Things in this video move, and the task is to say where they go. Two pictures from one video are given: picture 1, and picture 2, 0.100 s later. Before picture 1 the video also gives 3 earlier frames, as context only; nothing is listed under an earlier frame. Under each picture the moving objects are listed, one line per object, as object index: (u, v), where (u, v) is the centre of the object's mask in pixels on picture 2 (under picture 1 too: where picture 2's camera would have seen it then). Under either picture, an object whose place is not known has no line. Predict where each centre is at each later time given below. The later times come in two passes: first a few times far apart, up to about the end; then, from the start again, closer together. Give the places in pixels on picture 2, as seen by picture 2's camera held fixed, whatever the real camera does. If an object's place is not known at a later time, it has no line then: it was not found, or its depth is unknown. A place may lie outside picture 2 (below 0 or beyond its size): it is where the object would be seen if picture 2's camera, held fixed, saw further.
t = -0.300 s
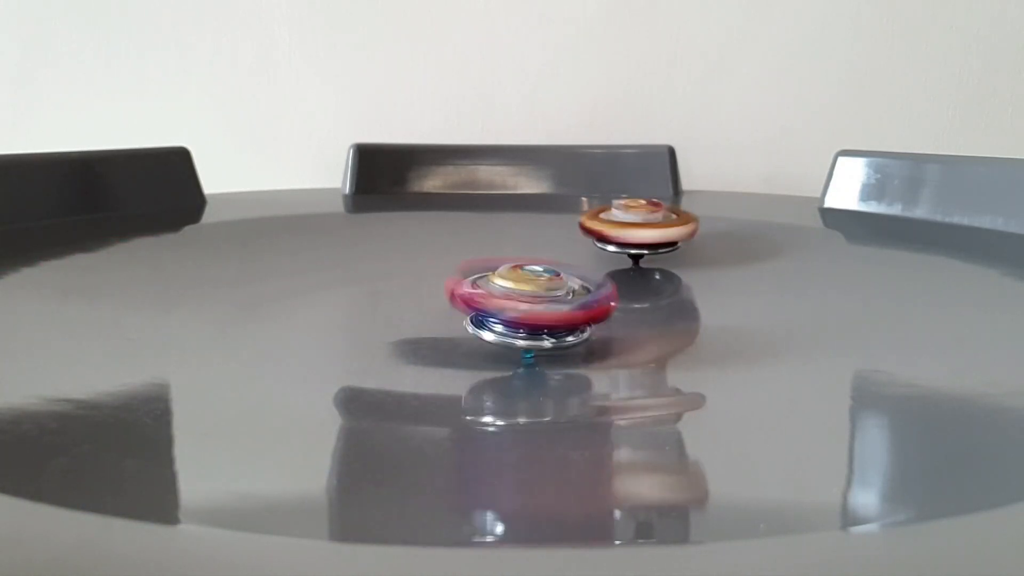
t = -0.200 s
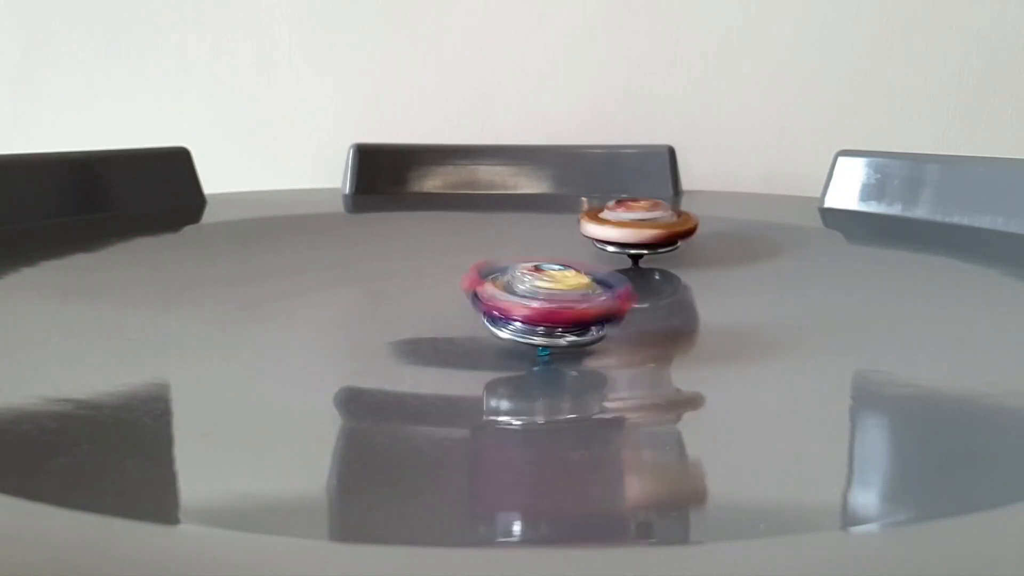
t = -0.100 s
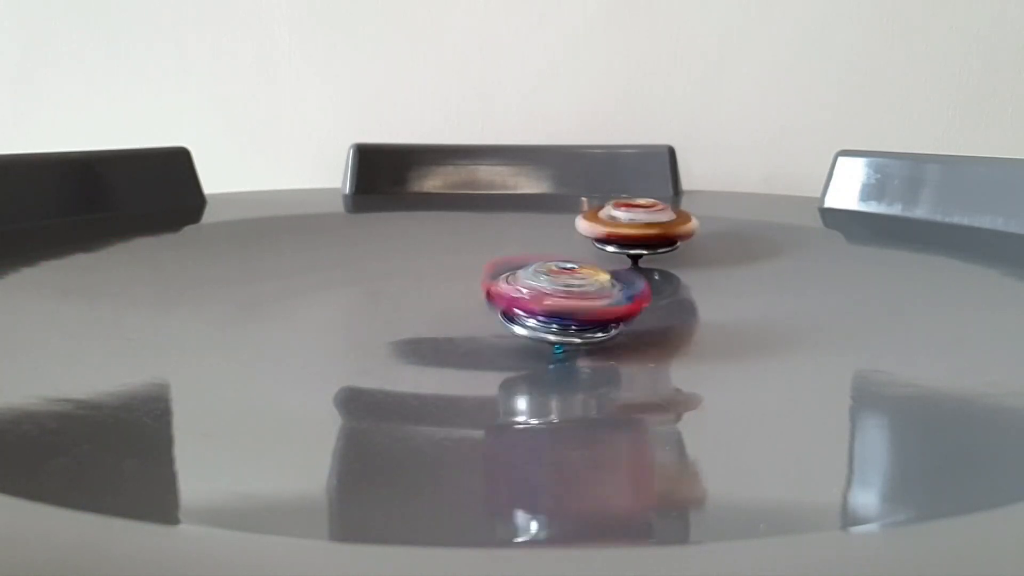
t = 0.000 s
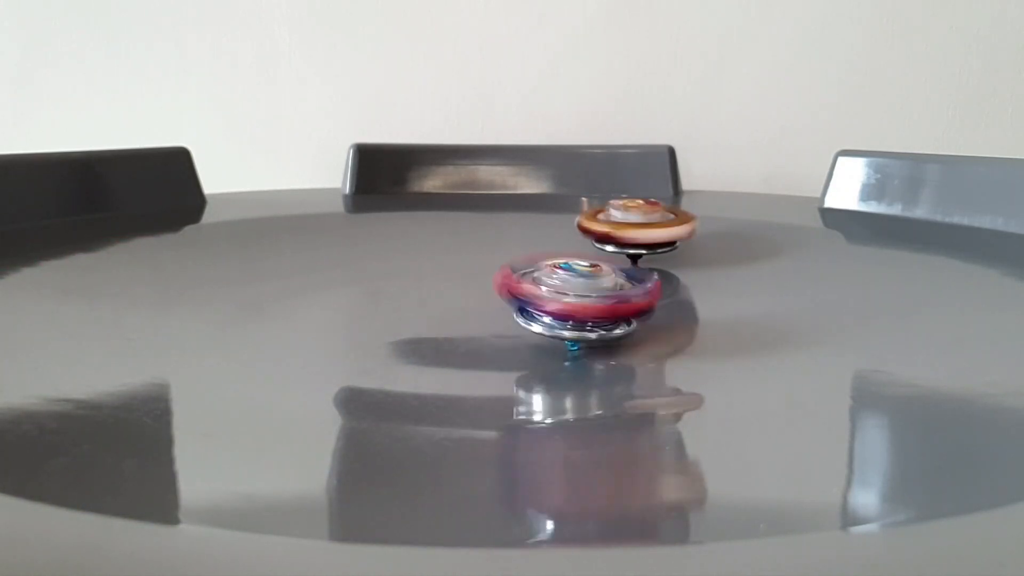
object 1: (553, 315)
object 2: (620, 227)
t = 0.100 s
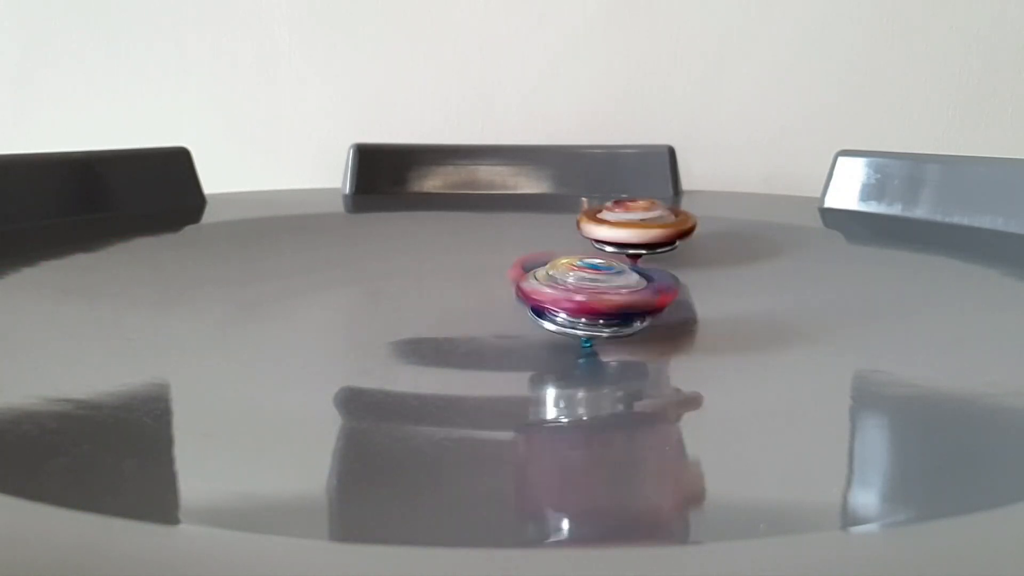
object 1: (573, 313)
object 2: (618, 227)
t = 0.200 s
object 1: (580, 307)
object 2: (617, 226)
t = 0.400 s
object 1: (603, 301)
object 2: (617, 225)
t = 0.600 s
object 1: (623, 297)
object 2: (616, 221)
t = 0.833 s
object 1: (636, 292)
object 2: (613, 221)
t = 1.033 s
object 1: (651, 286)
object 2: (611, 220)
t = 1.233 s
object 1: (671, 285)
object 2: (610, 222)
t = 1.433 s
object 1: (676, 278)
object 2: (612, 223)
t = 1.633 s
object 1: (686, 272)
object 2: (611, 222)
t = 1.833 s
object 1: (700, 274)
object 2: (606, 220)
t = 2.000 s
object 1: (707, 265)
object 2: (596, 216)
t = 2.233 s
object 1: (705, 264)
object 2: (595, 215)
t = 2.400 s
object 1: (714, 264)
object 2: (591, 213)
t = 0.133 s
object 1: (574, 312)
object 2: (623, 226)
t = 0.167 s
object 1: (577, 311)
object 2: (619, 227)
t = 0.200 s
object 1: (580, 307)
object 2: (617, 226)
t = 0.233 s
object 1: (587, 308)
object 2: (619, 226)
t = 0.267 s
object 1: (591, 307)
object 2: (616, 225)
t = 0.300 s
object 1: (593, 308)
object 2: (618, 225)
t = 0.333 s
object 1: (593, 305)
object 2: (617, 225)
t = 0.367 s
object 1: (600, 302)
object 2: (618, 224)
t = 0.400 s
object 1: (603, 301)
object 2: (617, 225)
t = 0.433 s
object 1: (606, 303)
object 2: (617, 224)
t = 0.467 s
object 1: (611, 302)
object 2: (621, 225)
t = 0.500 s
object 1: (611, 300)
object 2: (616, 223)
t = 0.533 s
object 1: (616, 298)
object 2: (617, 223)
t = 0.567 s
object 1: (619, 297)
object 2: (615, 223)
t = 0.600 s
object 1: (623, 297)
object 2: (616, 221)
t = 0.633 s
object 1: (621, 295)
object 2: (613, 221)
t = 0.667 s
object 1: (627, 298)
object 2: (617, 222)
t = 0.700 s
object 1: (629, 294)
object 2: (615, 222)
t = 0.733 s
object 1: (634, 294)
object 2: (614, 221)
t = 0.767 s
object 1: (645, 301)
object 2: (613, 220)
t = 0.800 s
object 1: (632, 291)
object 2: (614, 221)
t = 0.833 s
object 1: (636, 292)
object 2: (613, 221)
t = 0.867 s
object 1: (650, 297)
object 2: (610, 220)
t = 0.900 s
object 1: (644, 289)
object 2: (613, 220)
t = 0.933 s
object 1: (645, 289)
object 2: (615, 222)
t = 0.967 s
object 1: (645, 286)
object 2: (610, 220)
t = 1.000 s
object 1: (648, 286)
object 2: (614, 222)
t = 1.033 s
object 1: (651, 286)
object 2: (611, 220)
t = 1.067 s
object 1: (663, 291)
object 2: (610, 221)
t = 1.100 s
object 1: (664, 290)
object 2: (609, 221)
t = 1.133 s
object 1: (665, 288)
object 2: (610, 221)
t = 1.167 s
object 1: (664, 286)
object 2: (609, 222)
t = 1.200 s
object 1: (668, 286)
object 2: (610, 221)
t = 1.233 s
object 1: (671, 285)
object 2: (610, 222)
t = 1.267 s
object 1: (671, 284)
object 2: (608, 220)
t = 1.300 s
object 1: (671, 282)
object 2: (608, 220)
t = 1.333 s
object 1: (675, 280)
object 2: (609, 222)
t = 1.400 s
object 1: (676, 279)
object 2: (607, 222)
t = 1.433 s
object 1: (676, 278)
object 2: (612, 223)
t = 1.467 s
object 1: (676, 277)
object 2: (607, 223)
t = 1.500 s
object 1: (678, 275)
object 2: (606, 222)
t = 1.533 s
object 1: (679, 275)
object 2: (611, 223)
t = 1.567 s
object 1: (682, 275)
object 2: (611, 223)
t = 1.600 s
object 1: (684, 272)
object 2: (611, 223)
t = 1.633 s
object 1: (686, 272)
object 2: (611, 222)
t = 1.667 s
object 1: (689, 271)
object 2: (610, 222)
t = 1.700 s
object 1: (693, 272)
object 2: (609, 223)
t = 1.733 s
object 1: (694, 272)
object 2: (610, 220)
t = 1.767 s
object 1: (694, 272)
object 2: (613, 220)
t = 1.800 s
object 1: (696, 273)
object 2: (604, 220)
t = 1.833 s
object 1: (700, 274)
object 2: (606, 220)
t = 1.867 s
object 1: (702, 276)
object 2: (604, 220)
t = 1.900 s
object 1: (702, 275)
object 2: (602, 218)
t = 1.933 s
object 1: (703, 273)
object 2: (601, 219)
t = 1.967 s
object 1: (707, 274)
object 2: (600, 219)
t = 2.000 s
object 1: (707, 265)
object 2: (596, 216)
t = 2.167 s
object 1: (707, 265)
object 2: (596, 216)
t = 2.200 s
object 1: (704, 266)
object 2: (595, 215)
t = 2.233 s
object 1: (705, 264)
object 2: (595, 215)
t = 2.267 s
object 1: (708, 264)
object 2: (596, 216)
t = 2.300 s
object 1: (710, 264)
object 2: (593, 214)
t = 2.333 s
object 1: (711, 264)
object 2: (593, 214)
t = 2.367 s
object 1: (709, 262)
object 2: (592, 214)
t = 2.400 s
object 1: (714, 264)
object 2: (591, 213)
